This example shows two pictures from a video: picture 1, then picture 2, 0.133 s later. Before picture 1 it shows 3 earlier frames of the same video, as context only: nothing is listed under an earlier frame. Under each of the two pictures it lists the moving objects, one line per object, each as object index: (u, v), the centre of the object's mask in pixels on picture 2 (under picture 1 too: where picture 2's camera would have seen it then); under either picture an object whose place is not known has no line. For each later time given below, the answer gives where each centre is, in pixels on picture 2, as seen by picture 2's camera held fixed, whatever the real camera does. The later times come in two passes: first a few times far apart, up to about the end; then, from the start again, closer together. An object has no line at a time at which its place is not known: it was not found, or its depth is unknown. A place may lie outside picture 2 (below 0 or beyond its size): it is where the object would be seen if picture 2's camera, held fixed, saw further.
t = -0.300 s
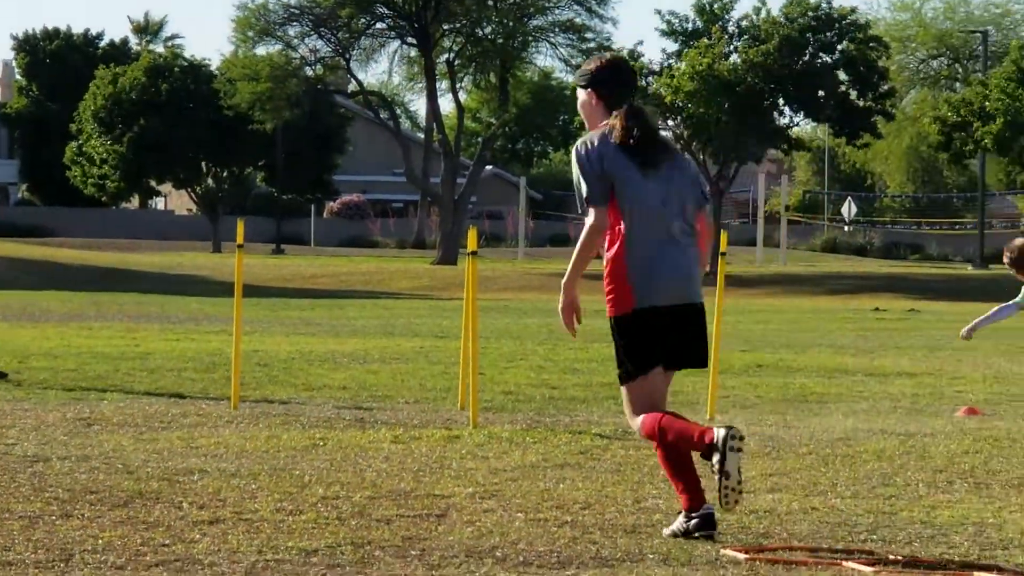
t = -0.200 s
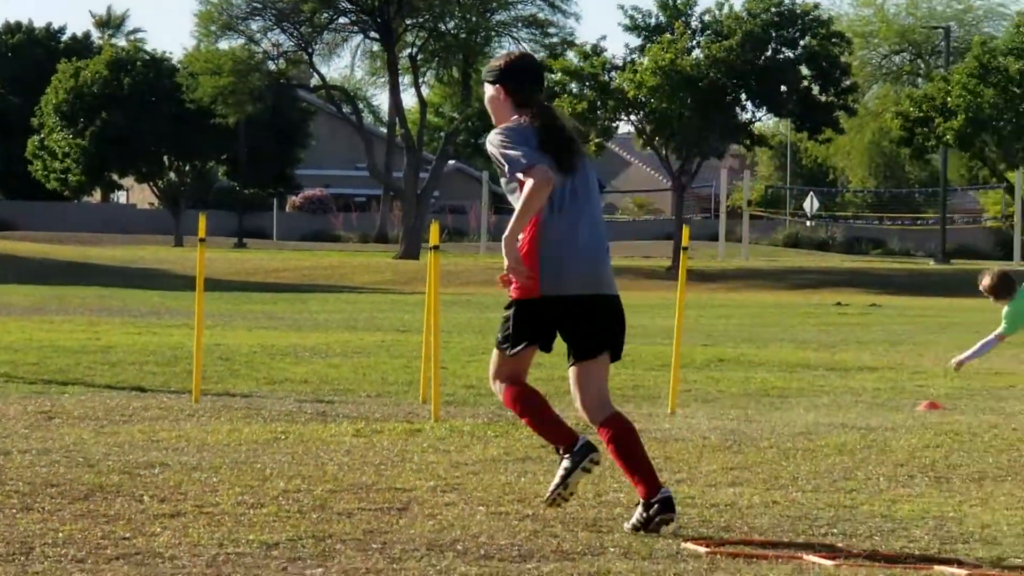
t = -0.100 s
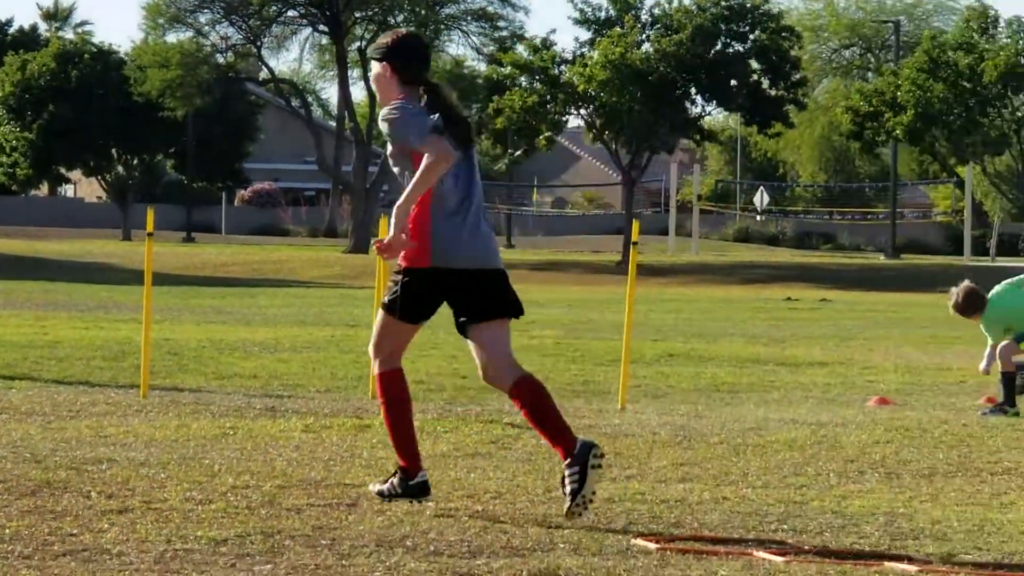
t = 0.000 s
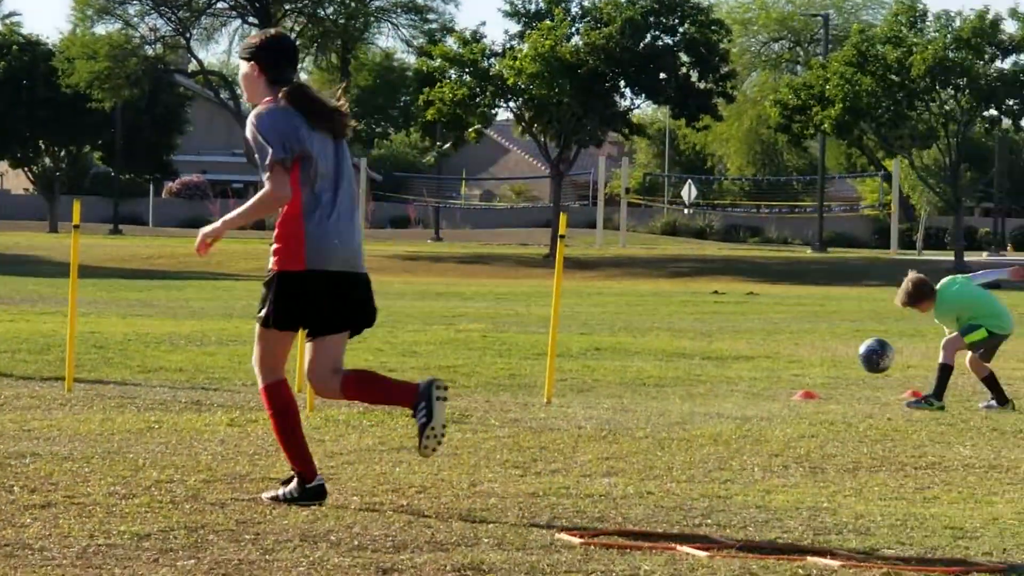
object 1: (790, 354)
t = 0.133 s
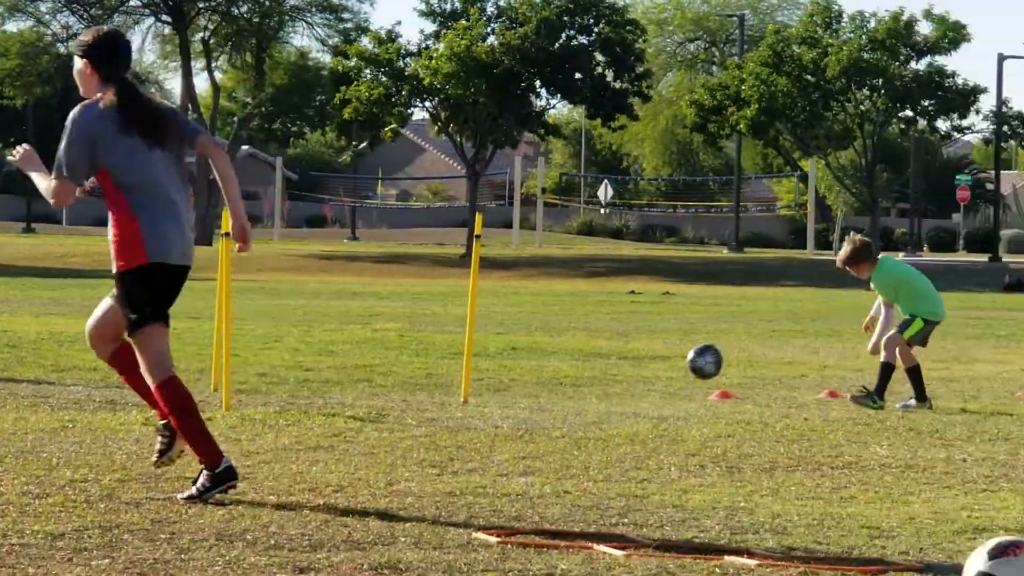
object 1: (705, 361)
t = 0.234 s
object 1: (640, 384)
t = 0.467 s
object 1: (535, 349)
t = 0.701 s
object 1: (436, 365)
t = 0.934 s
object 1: (344, 367)
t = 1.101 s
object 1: (282, 363)
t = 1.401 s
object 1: (180, 355)
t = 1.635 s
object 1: (105, 349)
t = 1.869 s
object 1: (39, 349)
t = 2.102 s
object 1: (-21, 347)
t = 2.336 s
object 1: (-79, 347)
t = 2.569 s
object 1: (-124, 345)
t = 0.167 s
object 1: (683, 367)
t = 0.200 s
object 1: (662, 375)
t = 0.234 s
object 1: (640, 384)
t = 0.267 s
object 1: (625, 375)
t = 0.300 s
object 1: (609, 366)
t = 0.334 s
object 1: (595, 359)
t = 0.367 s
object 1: (579, 354)
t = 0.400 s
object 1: (564, 350)
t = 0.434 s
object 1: (550, 349)
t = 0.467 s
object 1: (535, 349)
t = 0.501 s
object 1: (520, 352)
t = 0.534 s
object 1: (506, 356)
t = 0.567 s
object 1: (491, 362)
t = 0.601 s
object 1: (481, 370)
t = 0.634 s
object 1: (461, 376)
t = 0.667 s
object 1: (448, 371)
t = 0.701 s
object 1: (436, 365)
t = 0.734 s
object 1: (422, 361)
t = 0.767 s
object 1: (409, 359)
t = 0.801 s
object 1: (396, 359)
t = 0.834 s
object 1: (383, 360)
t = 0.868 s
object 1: (369, 364)
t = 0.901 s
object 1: (357, 369)
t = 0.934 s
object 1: (344, 367)
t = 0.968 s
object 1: (332, 362)
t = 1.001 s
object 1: (319, 360)
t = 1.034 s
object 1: (307, 360)
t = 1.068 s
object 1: (295, 361)
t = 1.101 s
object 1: (282, 363)
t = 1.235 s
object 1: (241, 358)
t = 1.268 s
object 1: (218, 360)
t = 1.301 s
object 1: (208, 359)
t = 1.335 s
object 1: (202, 356)
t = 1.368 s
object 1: (190, 355)
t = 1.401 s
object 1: (180, 355)
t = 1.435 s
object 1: (169, 355)
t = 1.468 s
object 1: (158, 354)
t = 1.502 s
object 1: (147, 353)
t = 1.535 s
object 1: (137, 354)
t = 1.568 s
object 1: (125, 352)
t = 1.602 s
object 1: (115, 350)
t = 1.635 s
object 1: (105, 349)
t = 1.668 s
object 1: (94, 351)
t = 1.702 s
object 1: (85, 351)
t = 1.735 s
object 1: (76, 350)
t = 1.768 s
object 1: (67, 349)
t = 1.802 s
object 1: (58, 348)
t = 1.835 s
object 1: (49, 348)
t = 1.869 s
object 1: (39, 349)
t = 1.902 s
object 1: (29, 349)
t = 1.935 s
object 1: (20, 349)
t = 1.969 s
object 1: (11, 349)
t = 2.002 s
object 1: (3, 349)
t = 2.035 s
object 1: (-5, 348)
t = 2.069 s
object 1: (-11, 347)
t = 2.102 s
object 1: (-21, 347)
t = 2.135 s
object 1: (-33, 346)
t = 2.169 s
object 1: (-44, 346)
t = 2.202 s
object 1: (-49, 347)
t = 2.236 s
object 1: (-55, 346)
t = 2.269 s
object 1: (-63, 347)
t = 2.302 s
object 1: (-71, 347)
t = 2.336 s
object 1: (-79, 347)
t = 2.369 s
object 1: (-85, 346)
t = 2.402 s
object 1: (-93, 347)
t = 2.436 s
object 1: (-100, 346)
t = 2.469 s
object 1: (-106, 344)
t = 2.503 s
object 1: (-112, 344)
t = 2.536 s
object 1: (-117, 344)
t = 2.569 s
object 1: (-124, 345)
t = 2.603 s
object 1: (-130, 344)
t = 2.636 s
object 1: (-135, 343)
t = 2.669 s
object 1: (-141, 343)
